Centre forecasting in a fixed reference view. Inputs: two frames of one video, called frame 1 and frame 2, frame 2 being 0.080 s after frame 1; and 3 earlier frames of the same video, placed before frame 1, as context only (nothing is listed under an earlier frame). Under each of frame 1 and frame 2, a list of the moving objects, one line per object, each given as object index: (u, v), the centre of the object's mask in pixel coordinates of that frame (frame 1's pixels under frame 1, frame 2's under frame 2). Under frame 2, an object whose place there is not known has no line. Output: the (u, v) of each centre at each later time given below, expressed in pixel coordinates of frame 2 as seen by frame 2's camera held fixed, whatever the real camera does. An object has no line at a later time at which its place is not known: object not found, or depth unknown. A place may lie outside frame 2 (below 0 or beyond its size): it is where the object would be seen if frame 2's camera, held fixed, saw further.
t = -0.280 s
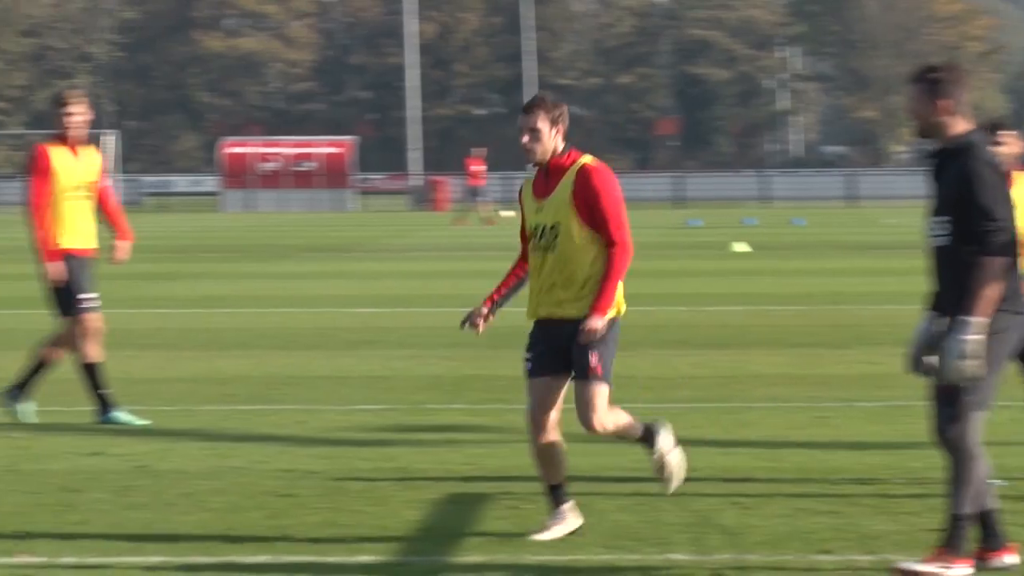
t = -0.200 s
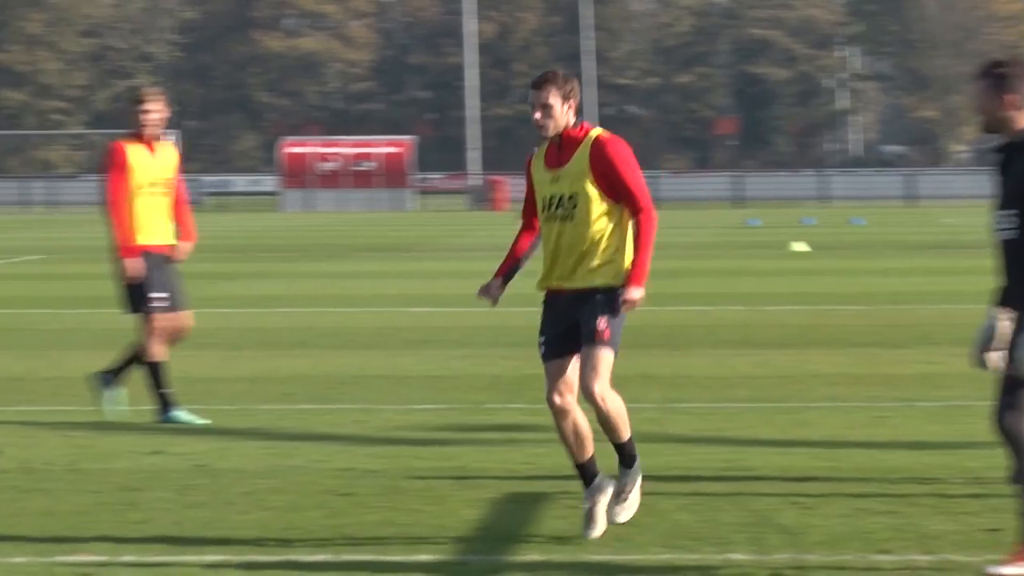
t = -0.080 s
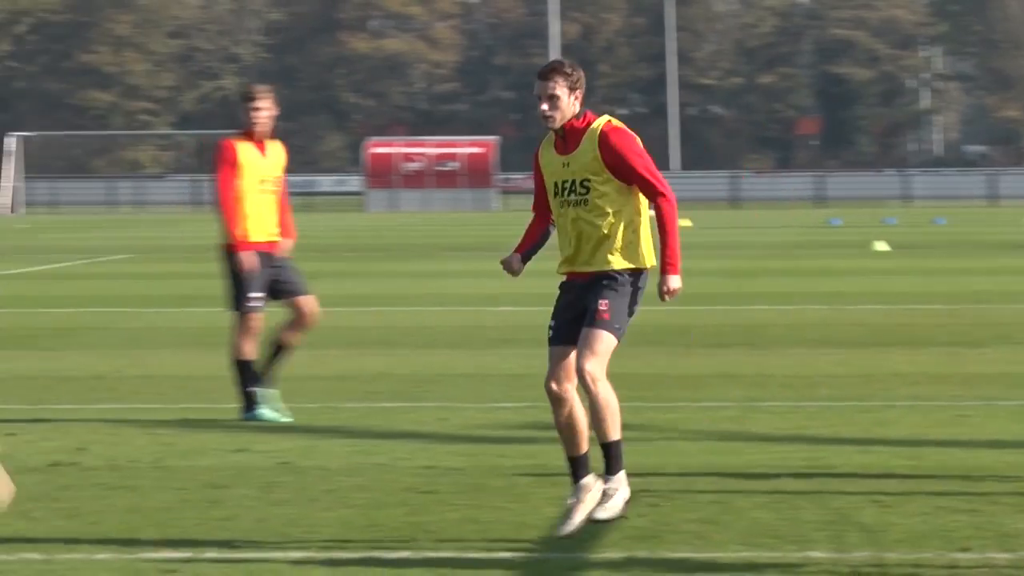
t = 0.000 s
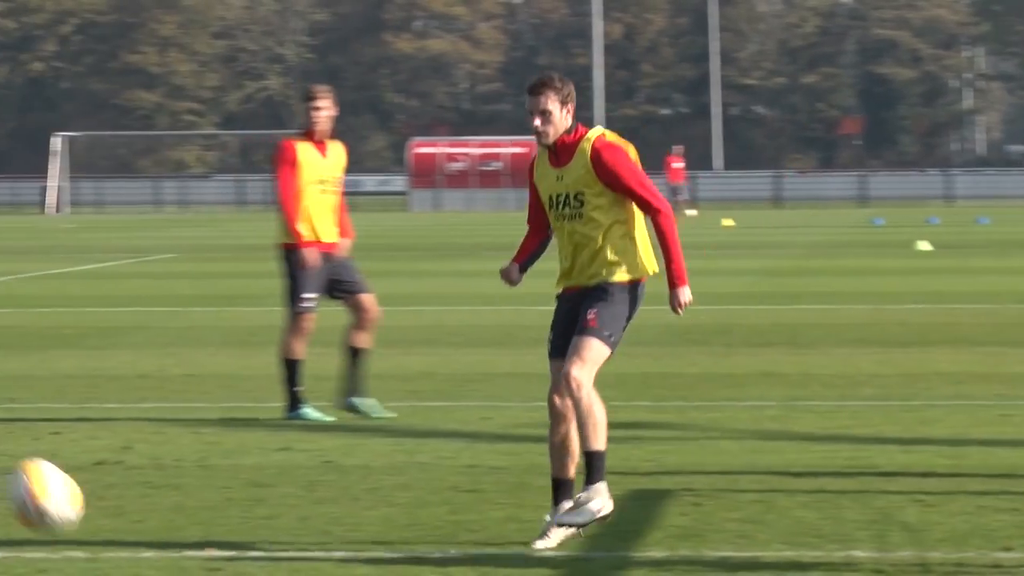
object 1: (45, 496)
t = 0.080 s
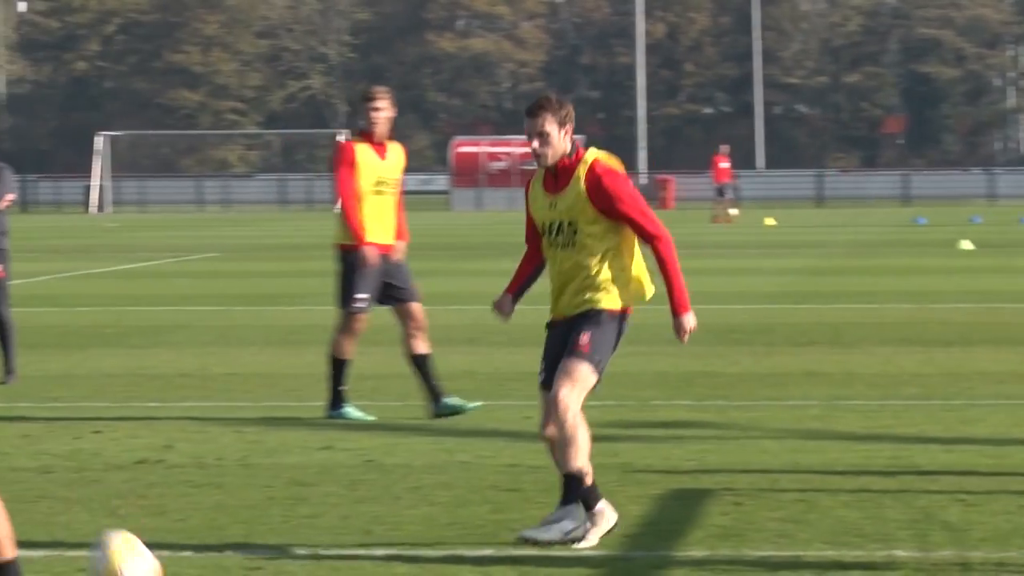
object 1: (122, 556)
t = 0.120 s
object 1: (134, 550)
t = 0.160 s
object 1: (142, 527)
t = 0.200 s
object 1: (148, 509)
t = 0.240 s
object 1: (155, 494)
